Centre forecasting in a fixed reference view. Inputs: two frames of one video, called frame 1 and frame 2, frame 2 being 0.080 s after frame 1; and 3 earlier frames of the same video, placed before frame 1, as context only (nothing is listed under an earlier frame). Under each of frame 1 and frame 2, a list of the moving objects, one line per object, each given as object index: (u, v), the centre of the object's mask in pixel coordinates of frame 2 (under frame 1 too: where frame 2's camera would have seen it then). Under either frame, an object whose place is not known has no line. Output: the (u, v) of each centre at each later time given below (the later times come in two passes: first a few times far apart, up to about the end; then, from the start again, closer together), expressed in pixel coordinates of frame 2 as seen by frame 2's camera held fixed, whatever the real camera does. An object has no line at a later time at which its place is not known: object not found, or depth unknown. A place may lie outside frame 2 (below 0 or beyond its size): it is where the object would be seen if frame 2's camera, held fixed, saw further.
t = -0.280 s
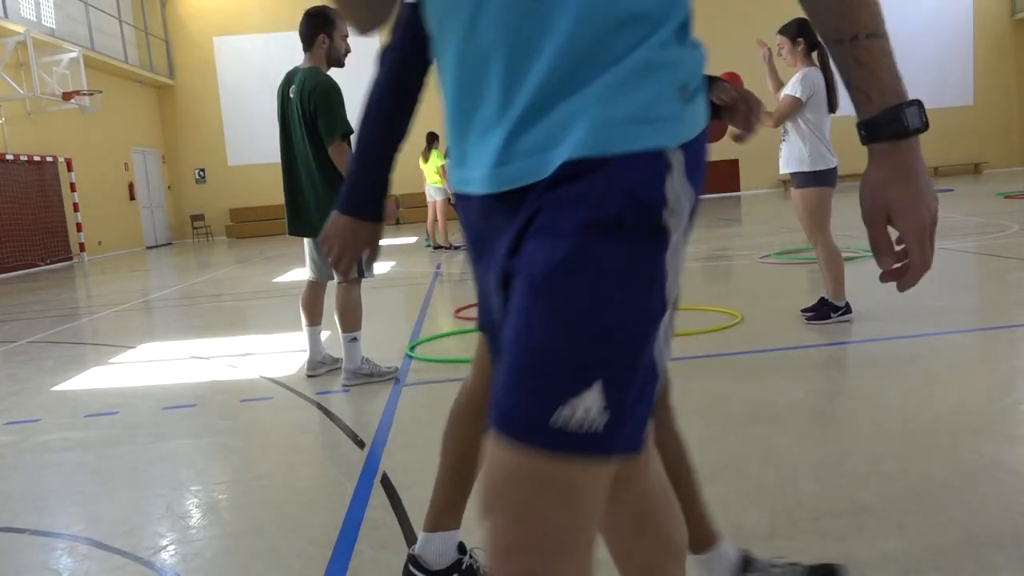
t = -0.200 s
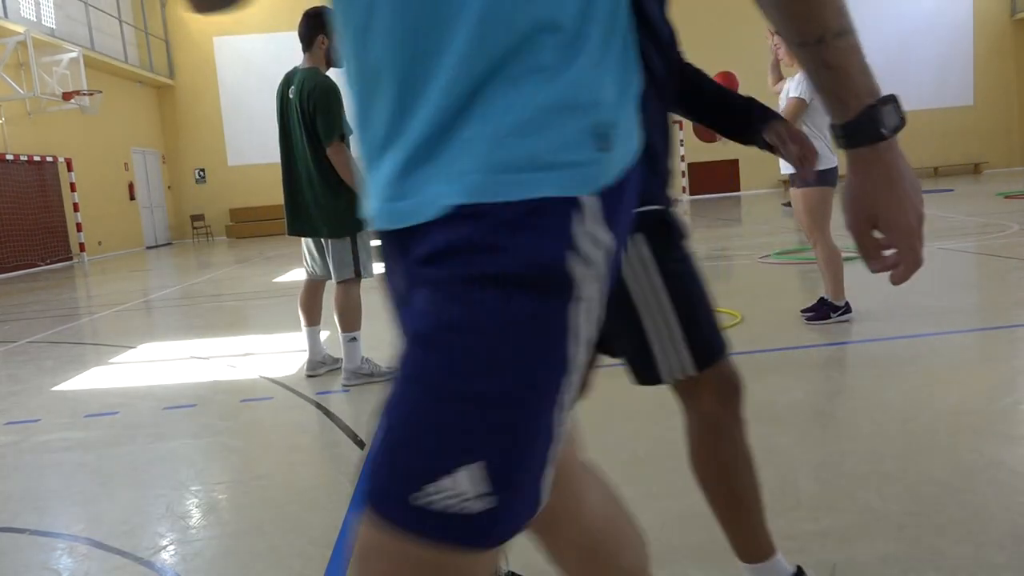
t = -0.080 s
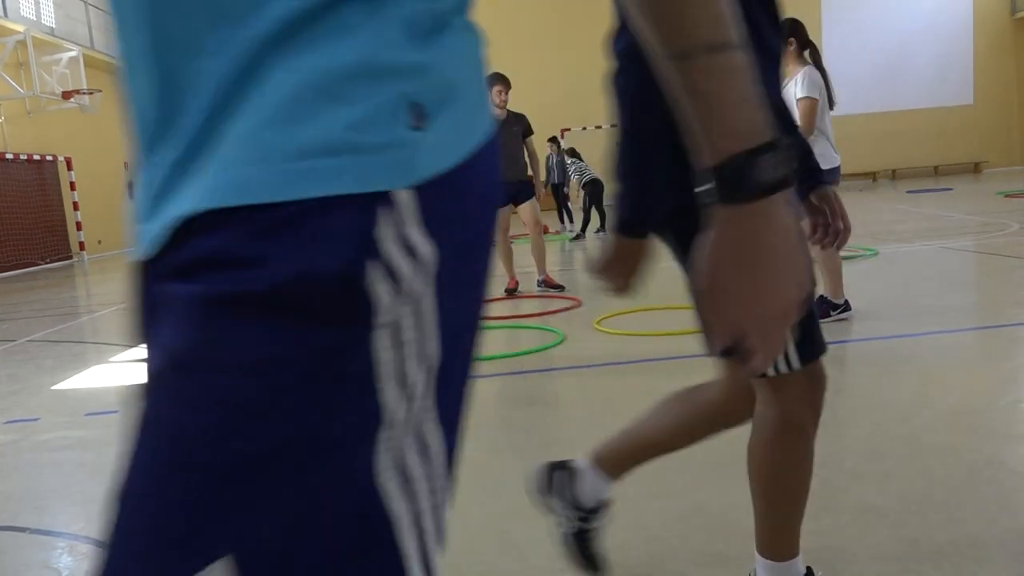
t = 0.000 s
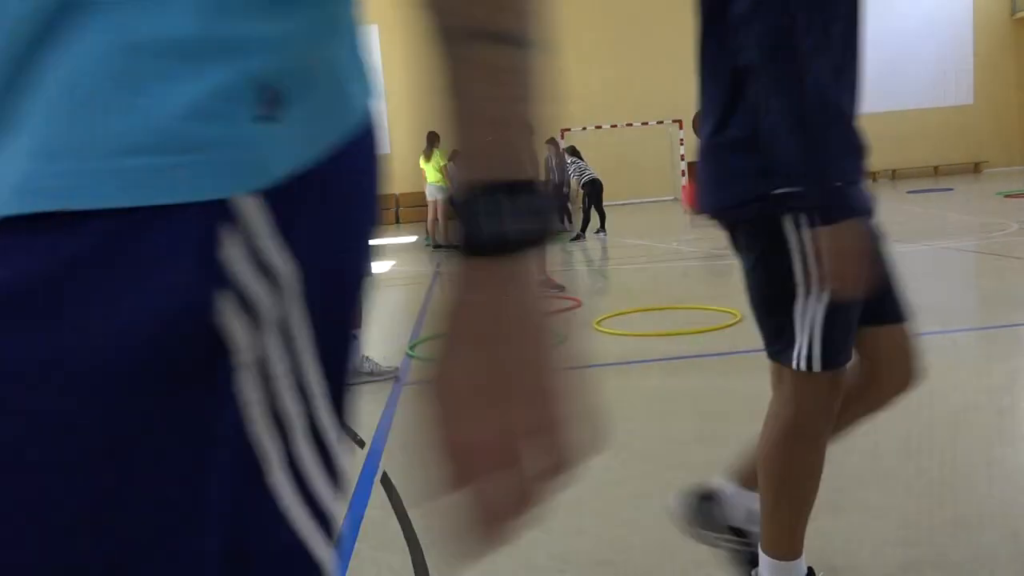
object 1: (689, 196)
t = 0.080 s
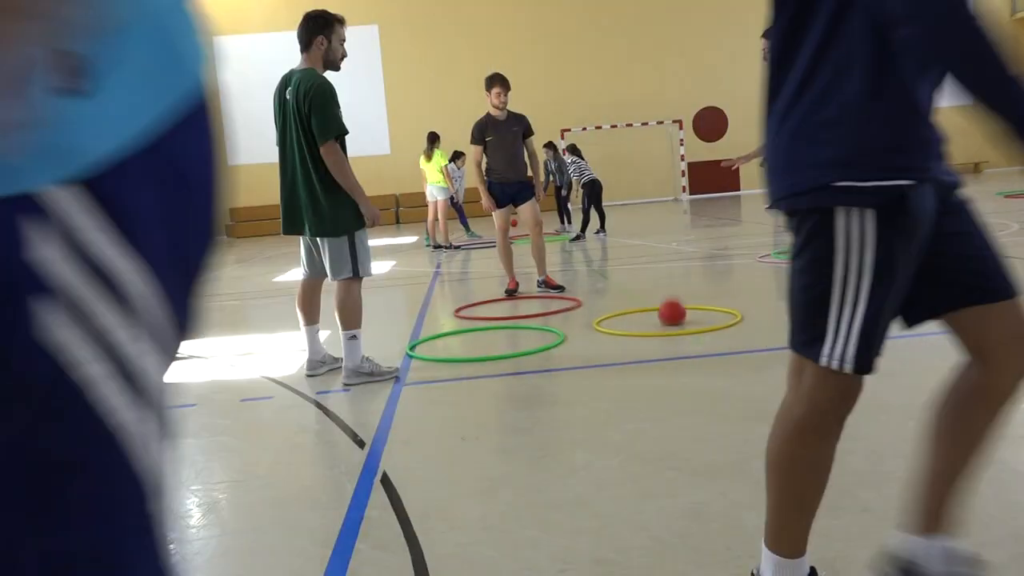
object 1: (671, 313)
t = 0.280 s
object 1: (659, 151)
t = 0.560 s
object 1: (647, 17)
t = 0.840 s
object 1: (641, 28)
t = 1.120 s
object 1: (647, 203)
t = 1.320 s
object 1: (642, 304)
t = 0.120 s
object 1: (669, 280)
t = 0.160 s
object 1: (666, 244)
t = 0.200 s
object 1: (663, 212)
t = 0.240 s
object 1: (661, 180)
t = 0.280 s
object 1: (659, 151)
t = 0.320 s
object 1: (657, 124)
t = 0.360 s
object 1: (655, 99)
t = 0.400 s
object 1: (653, 78)
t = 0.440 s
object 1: (651, 58)
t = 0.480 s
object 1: (650, 42)
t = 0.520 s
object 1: (648, 28)
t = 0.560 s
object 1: (647, 17)
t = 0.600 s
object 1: (645, 12)
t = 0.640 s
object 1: (644, 9)
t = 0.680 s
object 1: (643, 8)
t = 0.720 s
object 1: (642, 9)
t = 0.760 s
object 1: (642, 11)
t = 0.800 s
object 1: (642, 17)
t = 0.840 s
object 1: (641, 28)
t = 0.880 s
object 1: (641, 43)
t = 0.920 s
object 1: (642, 61)
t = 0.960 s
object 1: (642, 83)
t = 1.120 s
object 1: (647, 203)
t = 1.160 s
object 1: (649, 241)
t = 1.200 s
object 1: (651, 283)
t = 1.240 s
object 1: (654, 329)
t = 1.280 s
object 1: (650, 329)
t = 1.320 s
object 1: (642, 304)
